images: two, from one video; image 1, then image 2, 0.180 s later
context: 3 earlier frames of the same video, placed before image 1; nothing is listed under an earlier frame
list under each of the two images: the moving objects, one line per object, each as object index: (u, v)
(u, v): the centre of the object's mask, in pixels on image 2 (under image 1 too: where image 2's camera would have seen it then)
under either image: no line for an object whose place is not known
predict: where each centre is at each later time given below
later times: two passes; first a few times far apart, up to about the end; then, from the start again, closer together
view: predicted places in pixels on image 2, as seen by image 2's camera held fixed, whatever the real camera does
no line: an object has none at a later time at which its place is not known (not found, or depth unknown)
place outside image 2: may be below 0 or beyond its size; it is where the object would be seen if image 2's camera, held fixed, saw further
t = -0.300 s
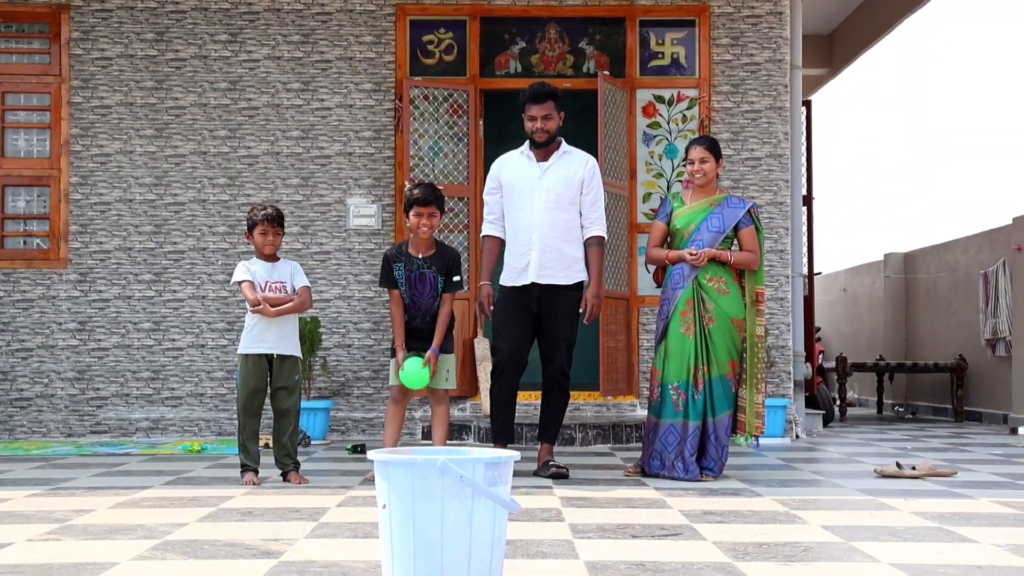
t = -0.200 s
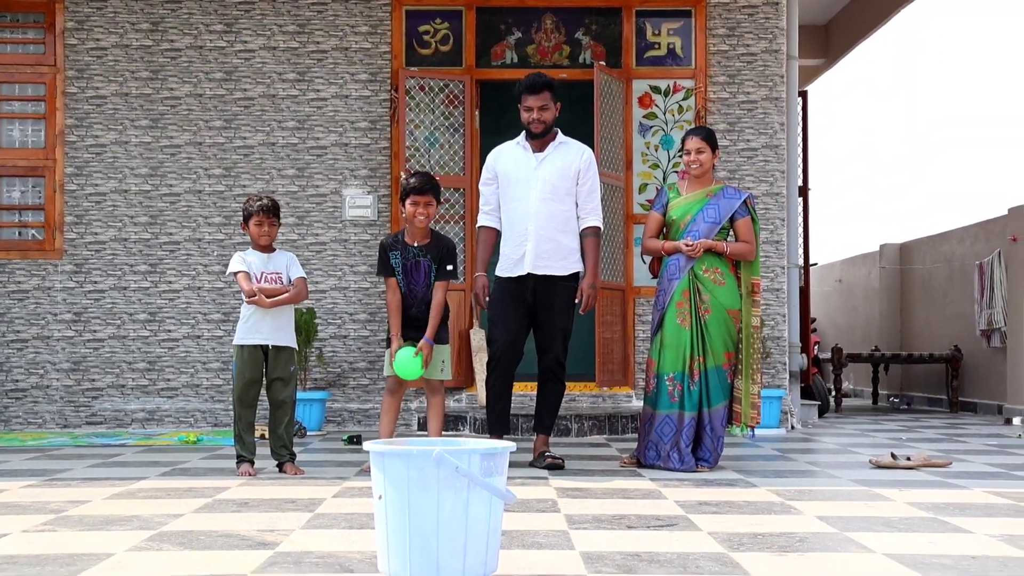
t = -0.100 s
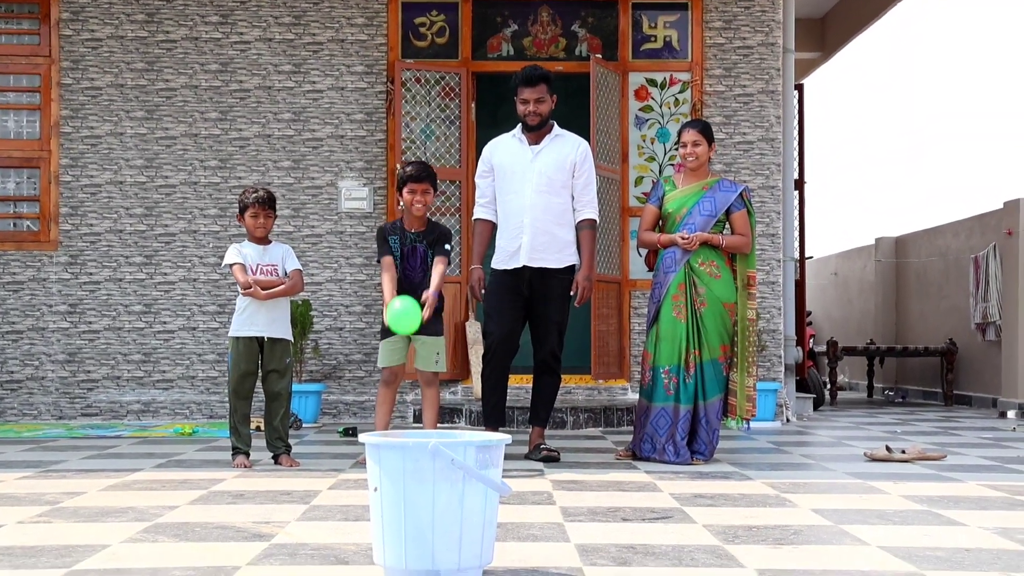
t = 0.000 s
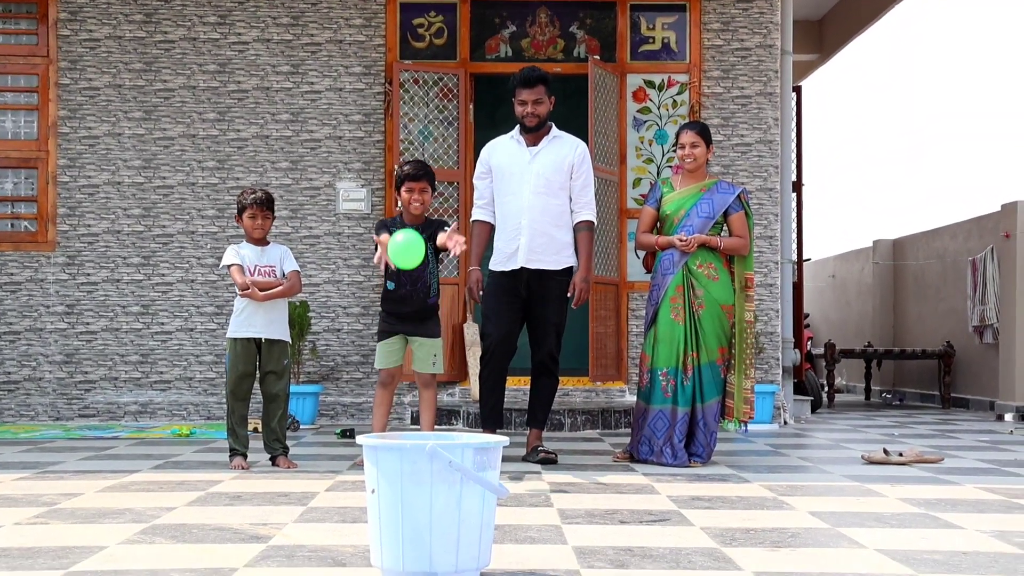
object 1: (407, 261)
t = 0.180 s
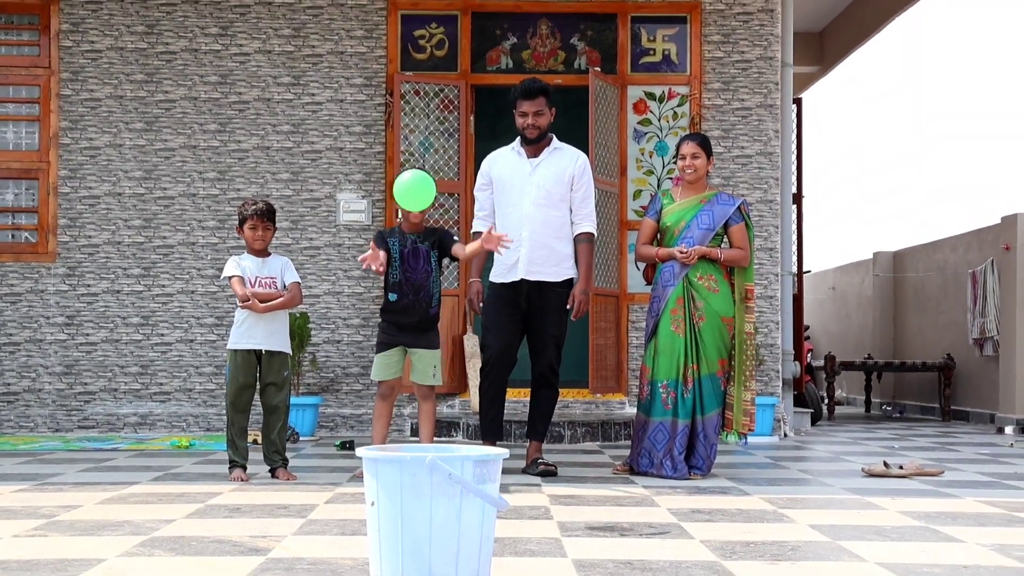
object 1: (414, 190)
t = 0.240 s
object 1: (416, 185)
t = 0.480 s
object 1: (429, 293)
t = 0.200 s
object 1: (415, 187)
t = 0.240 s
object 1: (416, 185)
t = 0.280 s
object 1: (418, 188)
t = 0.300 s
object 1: (419, 192)
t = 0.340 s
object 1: (422, 204)
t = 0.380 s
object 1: (424, 221)
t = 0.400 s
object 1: (425, 231)
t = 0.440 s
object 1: (427, 258)
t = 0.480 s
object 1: (429, 293)
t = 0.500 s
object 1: (430, 313)
